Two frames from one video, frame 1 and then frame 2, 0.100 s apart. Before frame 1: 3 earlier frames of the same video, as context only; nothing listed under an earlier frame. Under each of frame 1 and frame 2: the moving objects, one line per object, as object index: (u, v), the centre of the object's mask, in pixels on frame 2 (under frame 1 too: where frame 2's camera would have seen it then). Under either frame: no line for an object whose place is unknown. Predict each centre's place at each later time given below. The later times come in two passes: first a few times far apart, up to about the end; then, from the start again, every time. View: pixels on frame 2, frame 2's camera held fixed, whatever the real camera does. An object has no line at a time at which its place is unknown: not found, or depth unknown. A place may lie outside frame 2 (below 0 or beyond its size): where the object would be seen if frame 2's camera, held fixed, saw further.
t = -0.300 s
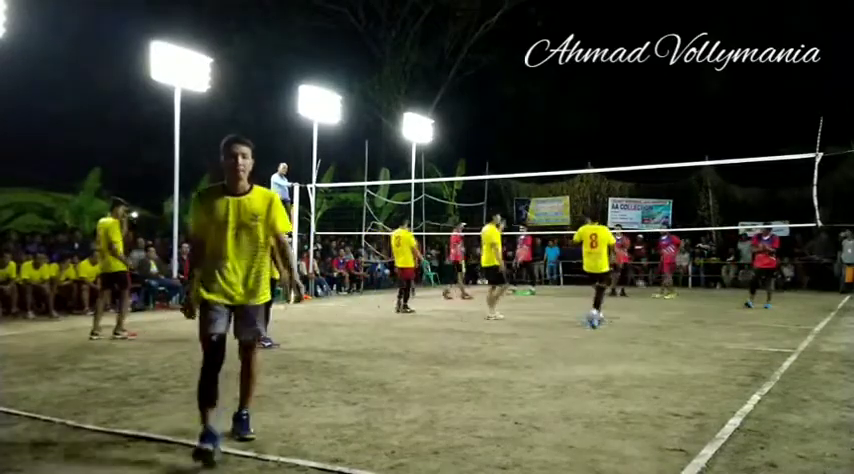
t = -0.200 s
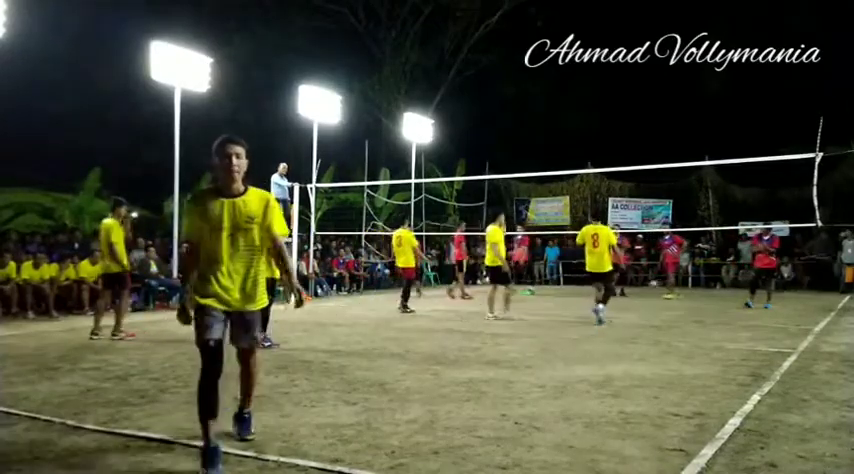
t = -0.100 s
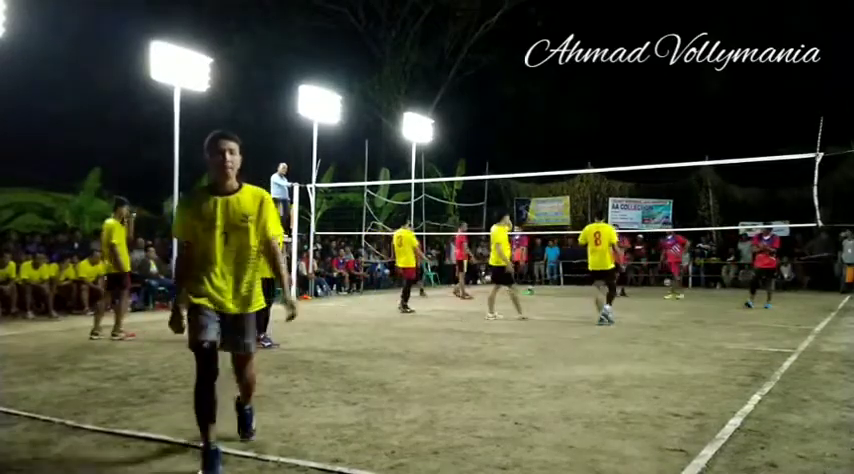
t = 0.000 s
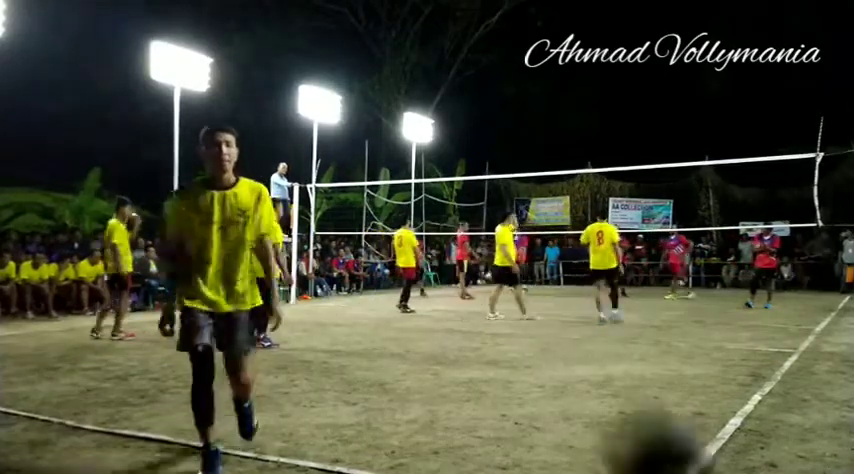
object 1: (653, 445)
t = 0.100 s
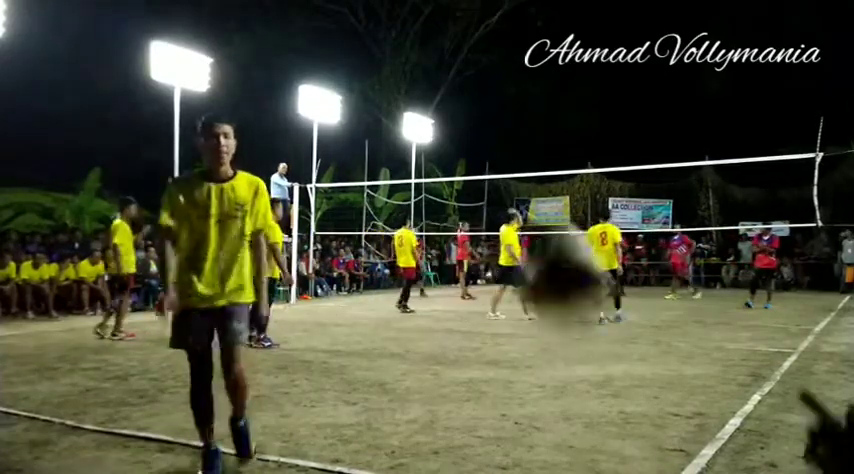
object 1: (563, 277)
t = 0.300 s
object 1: (420, 100)
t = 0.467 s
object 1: (344, 83)
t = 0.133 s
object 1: (530, 224)
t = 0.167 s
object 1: (504, 185)
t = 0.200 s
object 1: (485, 162)
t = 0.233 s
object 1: (465, 135)
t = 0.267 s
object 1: (447, 118)
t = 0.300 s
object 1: (420, 100)
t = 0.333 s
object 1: (402, 89)
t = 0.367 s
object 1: (389, 85)
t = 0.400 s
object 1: (374, 81)
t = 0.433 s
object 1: (360, 79)
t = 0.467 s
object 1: (344, 83)
